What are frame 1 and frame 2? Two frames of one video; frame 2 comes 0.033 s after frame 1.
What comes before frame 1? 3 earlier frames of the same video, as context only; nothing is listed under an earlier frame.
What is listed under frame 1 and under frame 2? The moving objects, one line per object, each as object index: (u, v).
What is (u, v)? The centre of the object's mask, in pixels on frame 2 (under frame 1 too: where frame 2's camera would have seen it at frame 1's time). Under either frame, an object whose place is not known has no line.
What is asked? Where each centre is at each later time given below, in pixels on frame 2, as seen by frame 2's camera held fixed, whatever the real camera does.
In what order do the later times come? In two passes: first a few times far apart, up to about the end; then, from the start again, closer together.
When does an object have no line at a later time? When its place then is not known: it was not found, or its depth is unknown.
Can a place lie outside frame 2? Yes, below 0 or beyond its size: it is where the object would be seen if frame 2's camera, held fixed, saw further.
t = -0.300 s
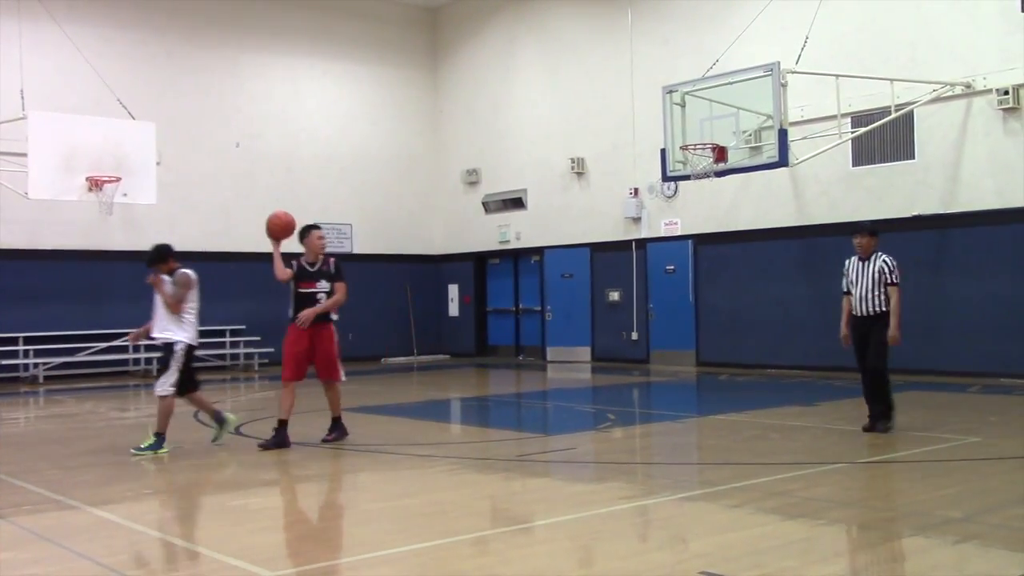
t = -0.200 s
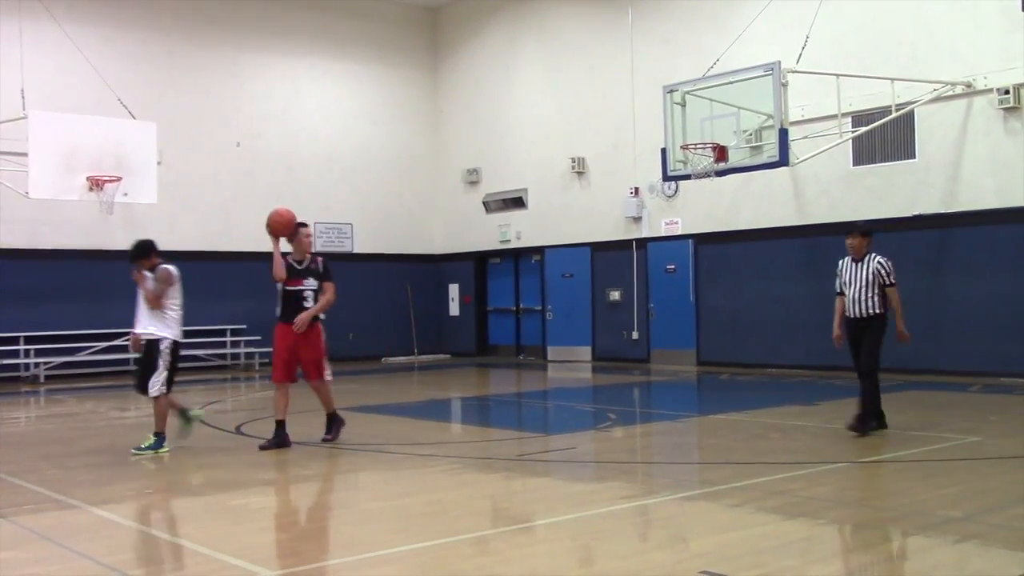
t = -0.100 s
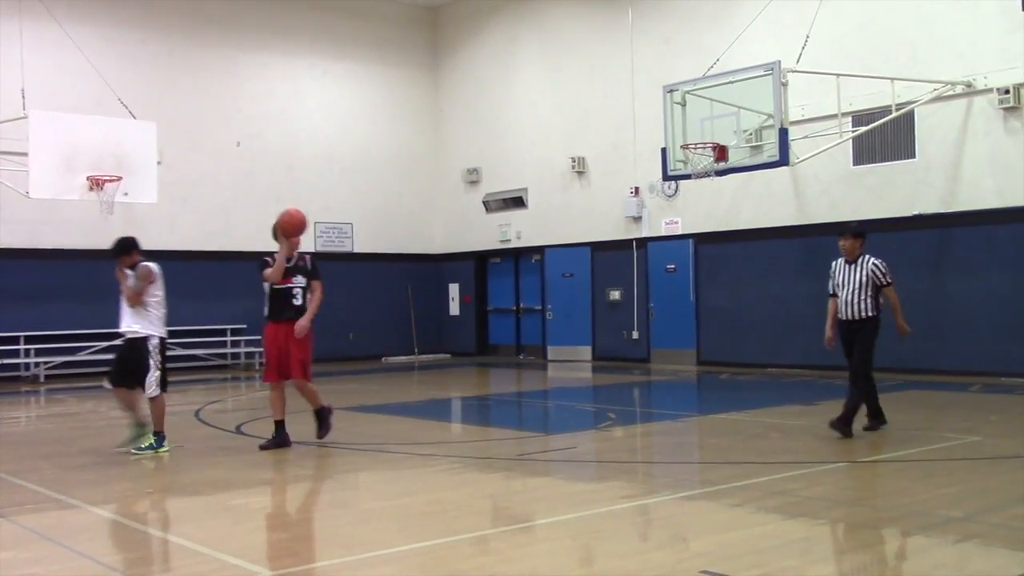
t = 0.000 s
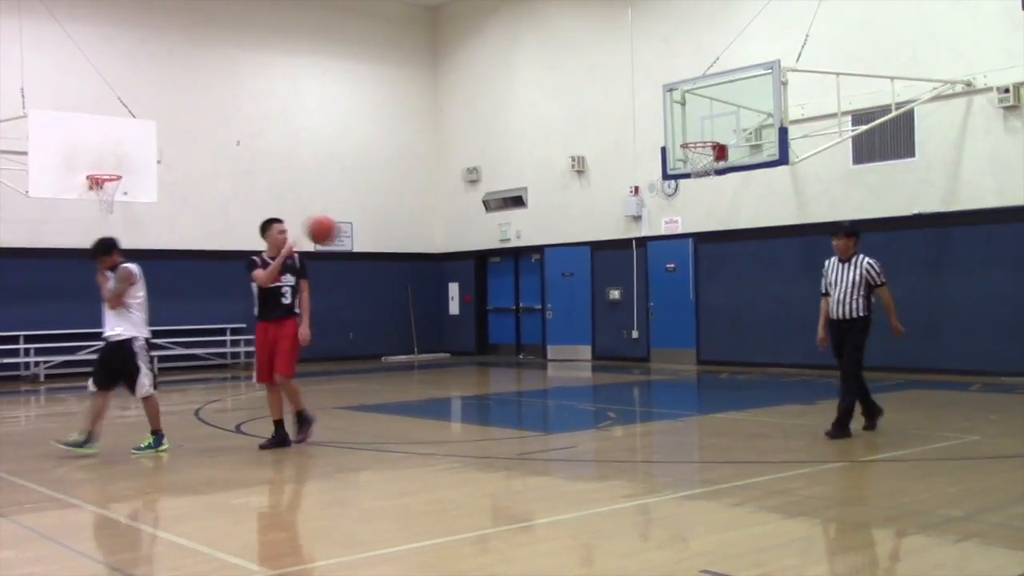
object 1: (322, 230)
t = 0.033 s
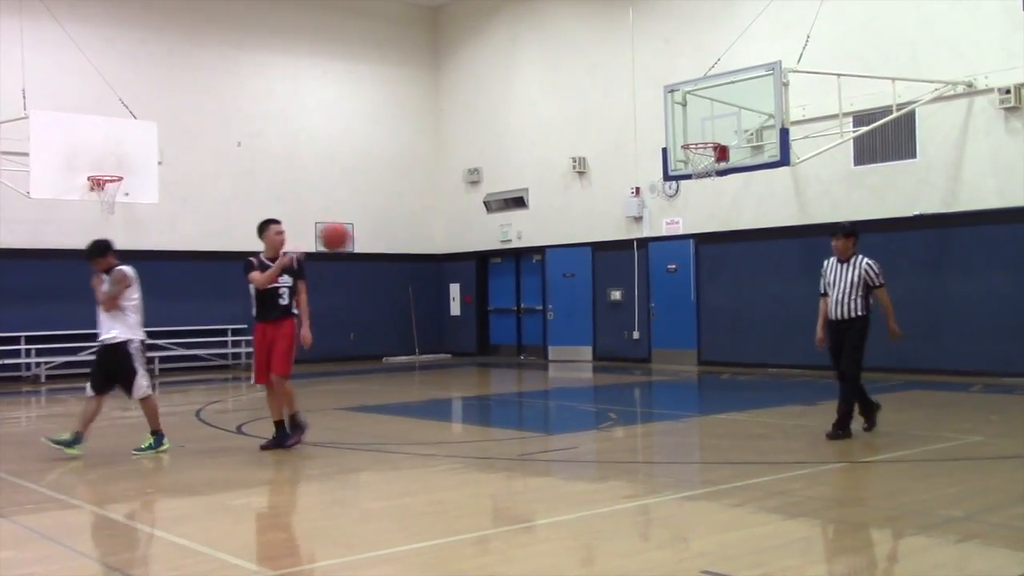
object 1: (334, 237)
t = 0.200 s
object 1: (398, 288)
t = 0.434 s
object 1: (492, 426)
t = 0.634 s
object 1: (532, 350)
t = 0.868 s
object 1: (575, 289)
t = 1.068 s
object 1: (614, 295)
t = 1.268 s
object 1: (654, 356)
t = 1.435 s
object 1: (691, 446)
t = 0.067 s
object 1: (348, 245)
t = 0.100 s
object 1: (361, 253)
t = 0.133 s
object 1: (374, 264)
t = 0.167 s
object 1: (385, 274)
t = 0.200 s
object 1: (398, 288)
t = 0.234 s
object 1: (411, 302)
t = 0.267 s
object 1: (425, 319)
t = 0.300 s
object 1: (438, 336)
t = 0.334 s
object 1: (451, 356)
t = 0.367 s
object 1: (465, 377)
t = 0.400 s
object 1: (479, 402)
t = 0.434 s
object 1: (492, 426)
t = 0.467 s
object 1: (504, 434)
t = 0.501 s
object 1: (510, 415)
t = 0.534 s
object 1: (515, 398)
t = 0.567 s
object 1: (522, 379)
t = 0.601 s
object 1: (527, 364)
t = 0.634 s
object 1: (532, 350)
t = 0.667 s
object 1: (538, 337)
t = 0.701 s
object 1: (544, 326)
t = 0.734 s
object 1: (551, 315)
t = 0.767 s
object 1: (557, 307)
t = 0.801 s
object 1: (563, 300)
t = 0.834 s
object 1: (569, 294)
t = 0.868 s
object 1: (575, 289)
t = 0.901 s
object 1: (582, 287)
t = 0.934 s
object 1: (588, 286)
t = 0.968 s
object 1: (594, 286)
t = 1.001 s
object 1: (600, 287)
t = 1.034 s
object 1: (608, 290)
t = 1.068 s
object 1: (614, 295)
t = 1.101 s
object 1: (619, 300)
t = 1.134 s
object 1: (628, 309)
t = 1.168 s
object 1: (634, 318)
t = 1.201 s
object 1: (641, 329)
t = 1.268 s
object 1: (654, 356)
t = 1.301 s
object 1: (663, 372)
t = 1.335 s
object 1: (670, 390)
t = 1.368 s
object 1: (677, 409)
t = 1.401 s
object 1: (684, 431)
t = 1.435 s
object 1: (691, 446)
